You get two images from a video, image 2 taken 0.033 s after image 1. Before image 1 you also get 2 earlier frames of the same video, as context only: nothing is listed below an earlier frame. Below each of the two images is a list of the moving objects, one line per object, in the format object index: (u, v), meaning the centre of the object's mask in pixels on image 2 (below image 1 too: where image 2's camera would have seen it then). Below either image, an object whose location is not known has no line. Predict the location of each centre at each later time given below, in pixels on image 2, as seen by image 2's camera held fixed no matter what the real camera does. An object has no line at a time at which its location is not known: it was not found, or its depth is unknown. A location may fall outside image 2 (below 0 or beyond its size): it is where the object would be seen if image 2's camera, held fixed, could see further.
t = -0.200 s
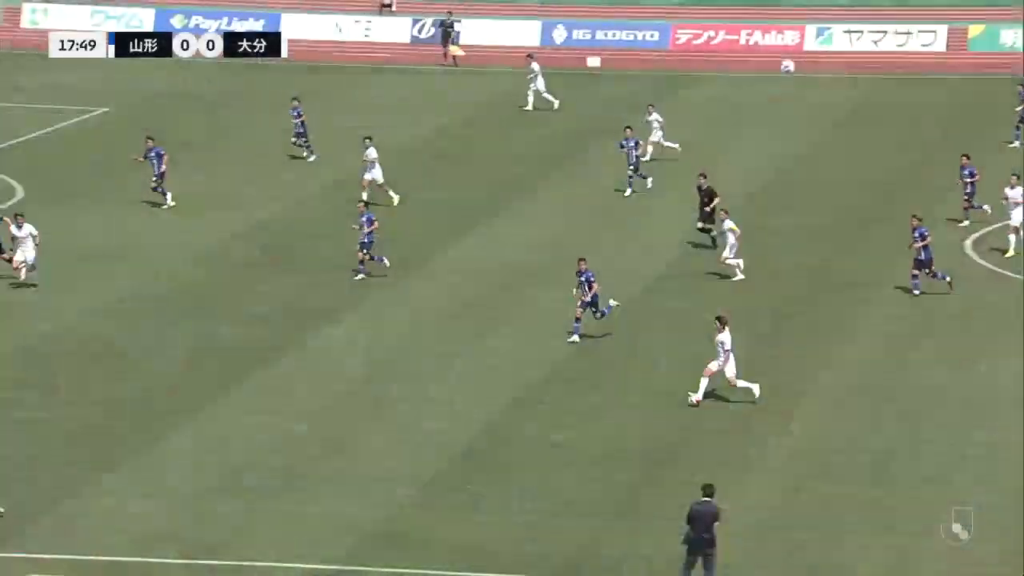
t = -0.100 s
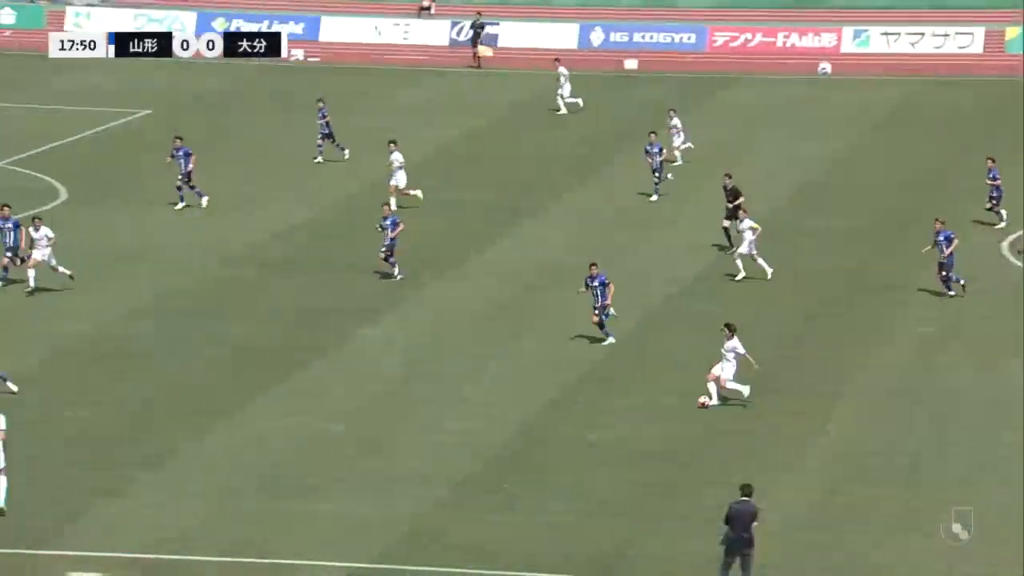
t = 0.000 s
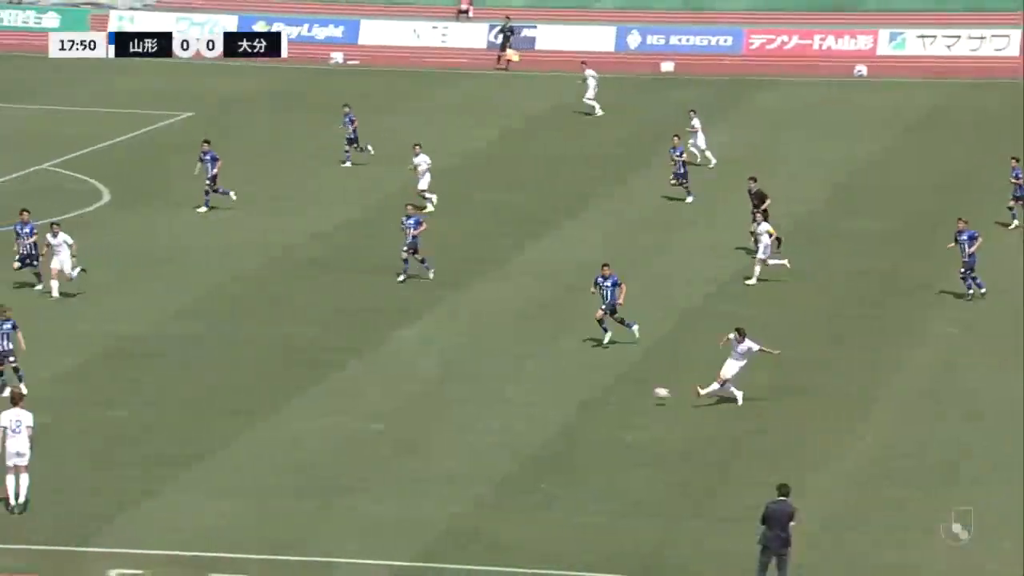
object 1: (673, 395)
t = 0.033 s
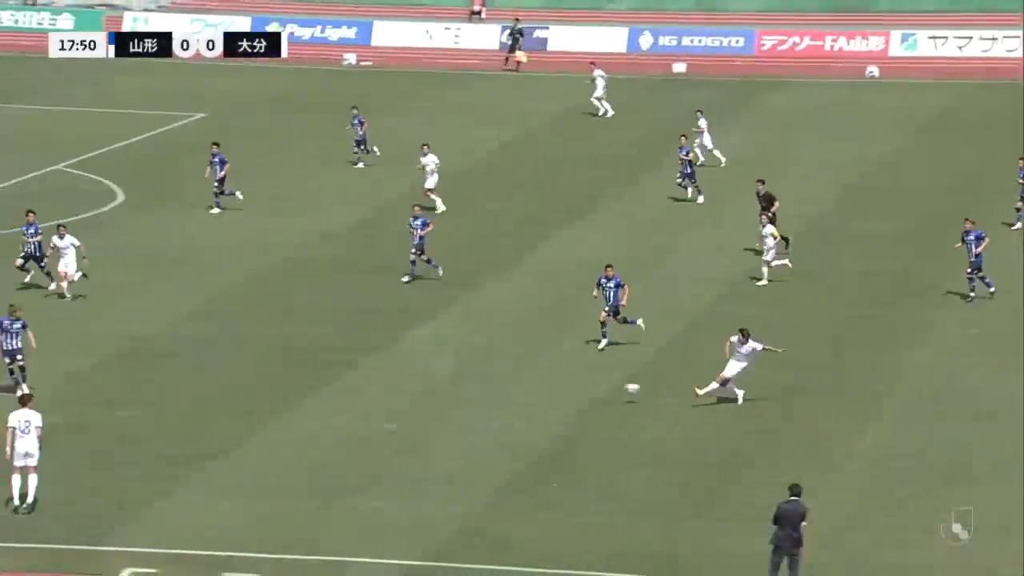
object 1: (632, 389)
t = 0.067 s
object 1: (591, 383)
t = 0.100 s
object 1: (550, 380)
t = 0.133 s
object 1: (511, 376)
